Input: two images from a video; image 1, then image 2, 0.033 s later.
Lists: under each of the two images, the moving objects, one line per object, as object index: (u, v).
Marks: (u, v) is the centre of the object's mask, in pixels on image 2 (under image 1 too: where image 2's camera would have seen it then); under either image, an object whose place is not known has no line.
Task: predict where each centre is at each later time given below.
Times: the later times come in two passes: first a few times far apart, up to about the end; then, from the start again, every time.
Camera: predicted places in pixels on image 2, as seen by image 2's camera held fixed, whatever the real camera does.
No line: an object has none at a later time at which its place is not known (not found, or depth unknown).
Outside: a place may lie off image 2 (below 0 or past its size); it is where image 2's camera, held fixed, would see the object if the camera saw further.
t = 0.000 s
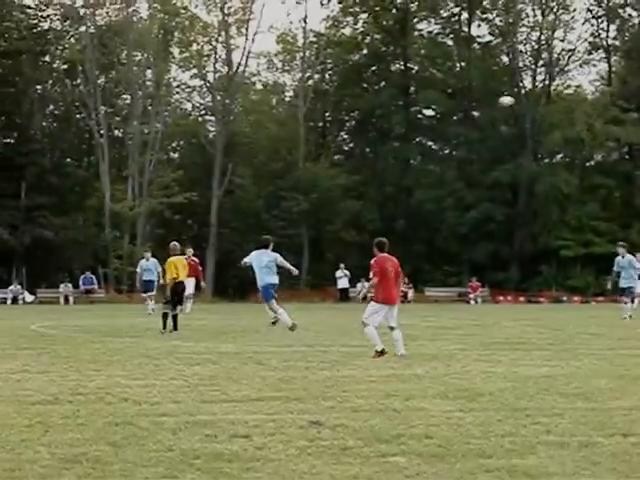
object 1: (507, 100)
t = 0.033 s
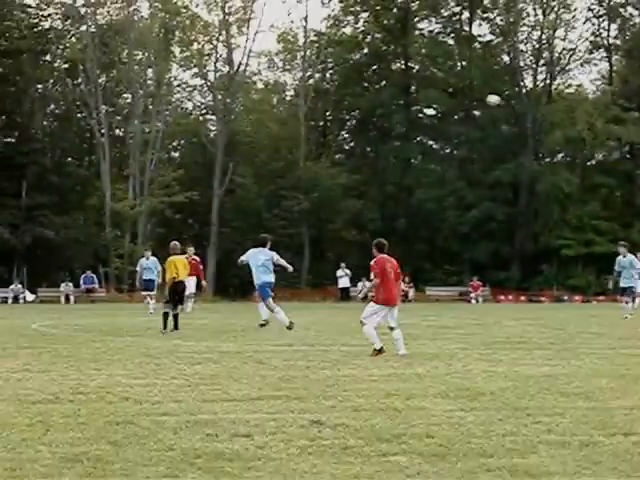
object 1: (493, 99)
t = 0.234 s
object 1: (408, 105)
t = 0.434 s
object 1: (321, 128)
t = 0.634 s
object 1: (230, 173)
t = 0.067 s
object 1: (479, 100)
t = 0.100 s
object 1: (465, 100)
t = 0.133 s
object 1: (451, 100)
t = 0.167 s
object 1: (436, 102)
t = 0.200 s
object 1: (422, 103)
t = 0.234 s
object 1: (408, 105)
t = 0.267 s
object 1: (394, 108)
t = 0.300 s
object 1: (380, 111)
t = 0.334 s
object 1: (365, 115)
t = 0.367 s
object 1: (351, 119)
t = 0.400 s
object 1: (336, 123)
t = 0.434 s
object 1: (321, 128)
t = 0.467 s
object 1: (306, 134)
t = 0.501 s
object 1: (291, 140)
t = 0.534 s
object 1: (276, 147)
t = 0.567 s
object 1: (261, 155)
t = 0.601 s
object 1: (246, 164)
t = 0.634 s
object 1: (230, 173)
